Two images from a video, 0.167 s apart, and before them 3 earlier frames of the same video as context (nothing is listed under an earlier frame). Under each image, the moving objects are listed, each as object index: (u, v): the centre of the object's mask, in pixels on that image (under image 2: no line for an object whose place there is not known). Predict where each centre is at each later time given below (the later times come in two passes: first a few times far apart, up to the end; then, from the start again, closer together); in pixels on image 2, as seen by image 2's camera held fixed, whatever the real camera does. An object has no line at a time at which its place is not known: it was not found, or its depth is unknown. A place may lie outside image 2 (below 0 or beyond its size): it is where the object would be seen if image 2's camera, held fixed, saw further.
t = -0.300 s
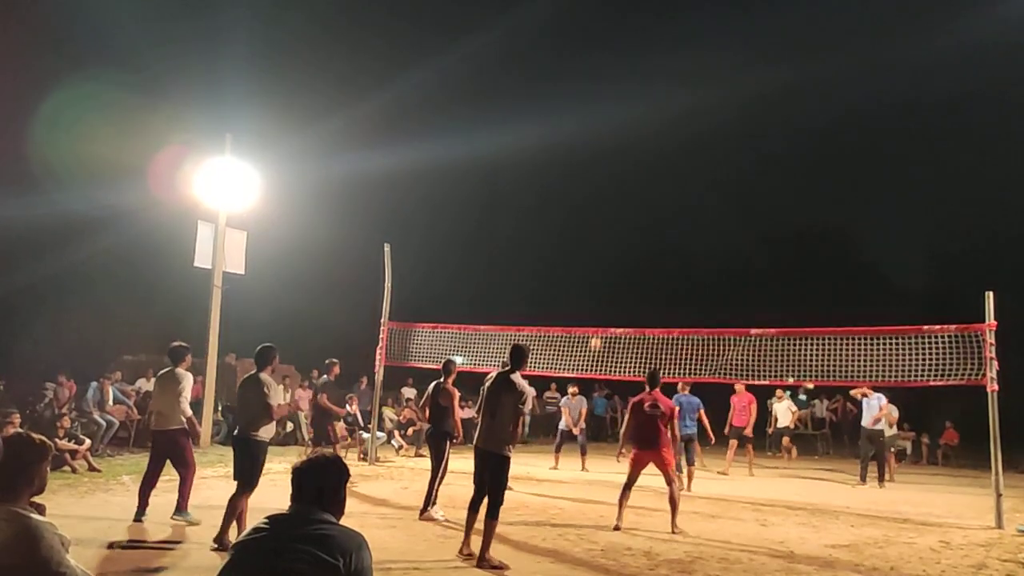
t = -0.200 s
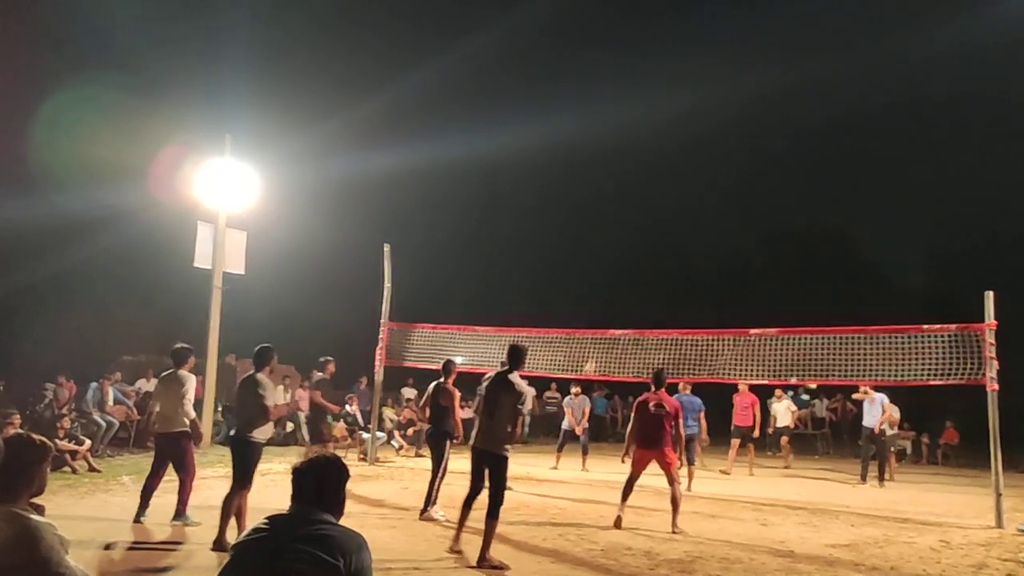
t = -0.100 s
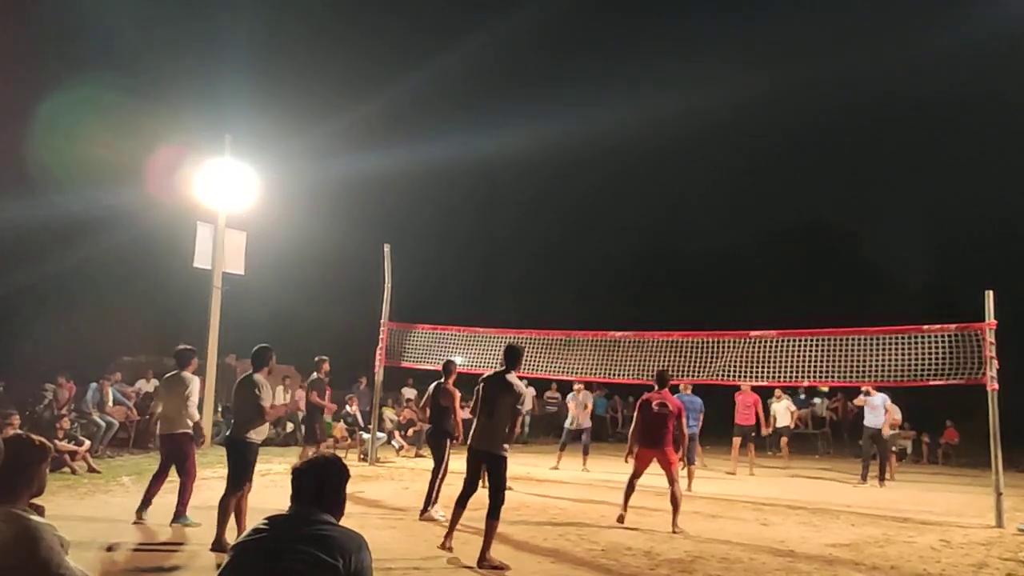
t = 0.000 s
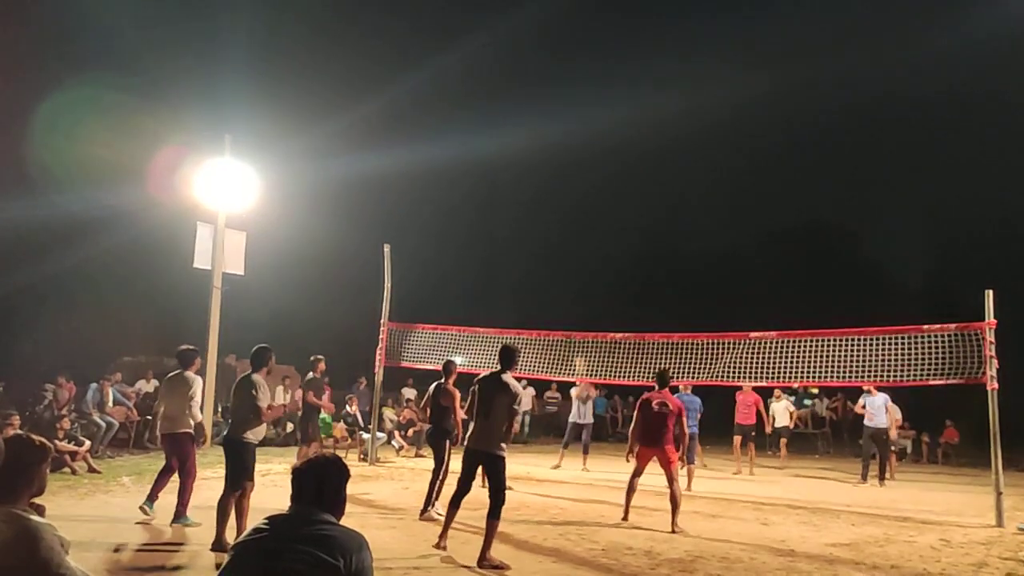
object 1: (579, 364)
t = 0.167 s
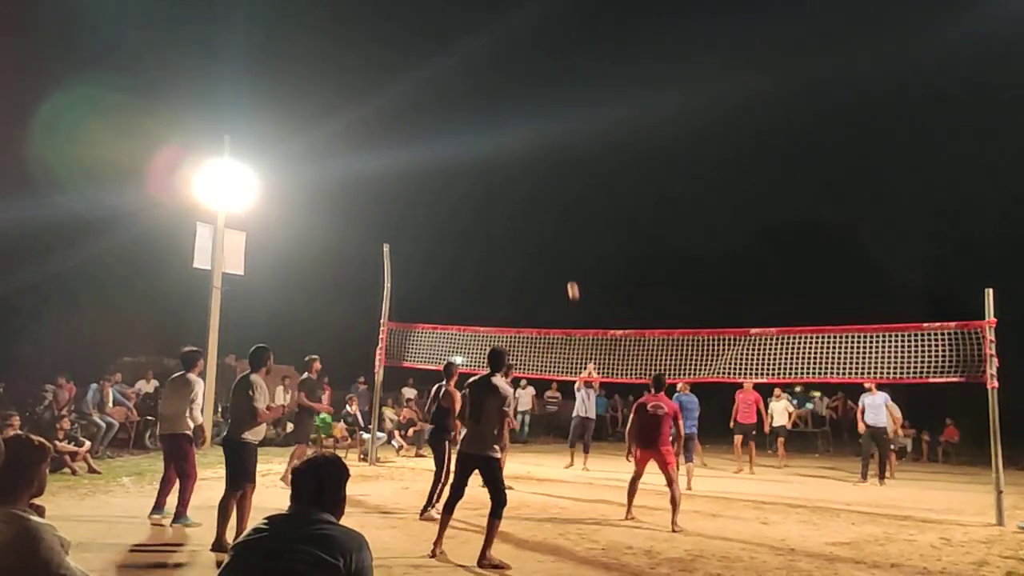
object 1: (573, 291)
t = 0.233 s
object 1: (571, 264)
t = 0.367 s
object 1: (571, 213)
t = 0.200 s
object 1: (572, 278)
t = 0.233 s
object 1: (571, 264)
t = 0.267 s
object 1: (570, 251)
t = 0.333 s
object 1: (569, 226)
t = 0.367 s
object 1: (571, 213)
